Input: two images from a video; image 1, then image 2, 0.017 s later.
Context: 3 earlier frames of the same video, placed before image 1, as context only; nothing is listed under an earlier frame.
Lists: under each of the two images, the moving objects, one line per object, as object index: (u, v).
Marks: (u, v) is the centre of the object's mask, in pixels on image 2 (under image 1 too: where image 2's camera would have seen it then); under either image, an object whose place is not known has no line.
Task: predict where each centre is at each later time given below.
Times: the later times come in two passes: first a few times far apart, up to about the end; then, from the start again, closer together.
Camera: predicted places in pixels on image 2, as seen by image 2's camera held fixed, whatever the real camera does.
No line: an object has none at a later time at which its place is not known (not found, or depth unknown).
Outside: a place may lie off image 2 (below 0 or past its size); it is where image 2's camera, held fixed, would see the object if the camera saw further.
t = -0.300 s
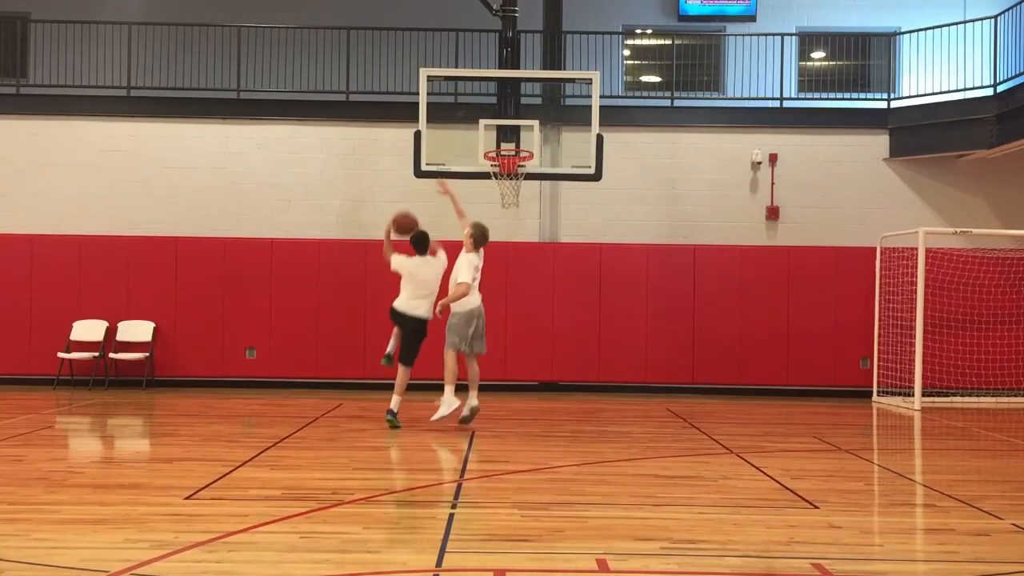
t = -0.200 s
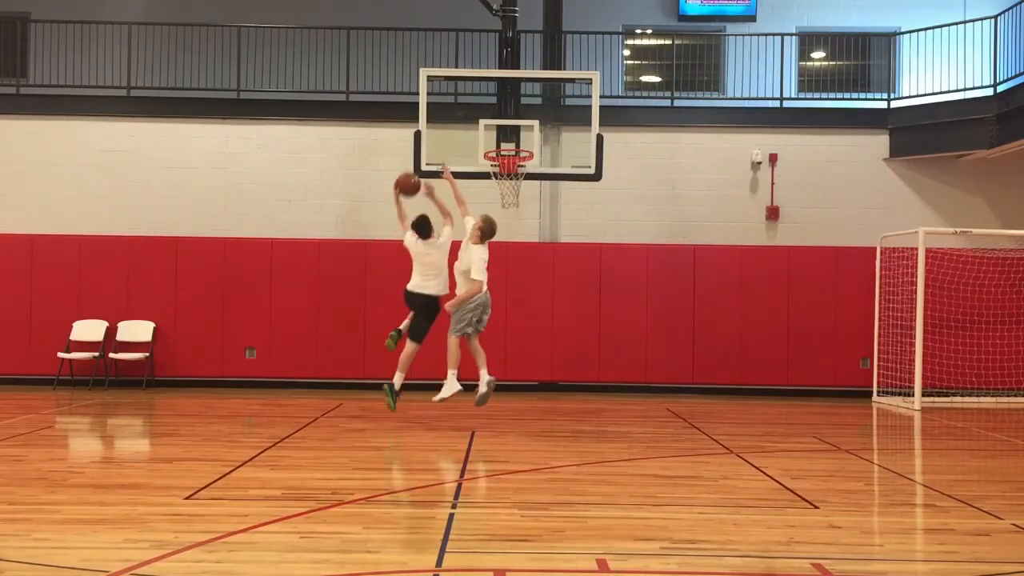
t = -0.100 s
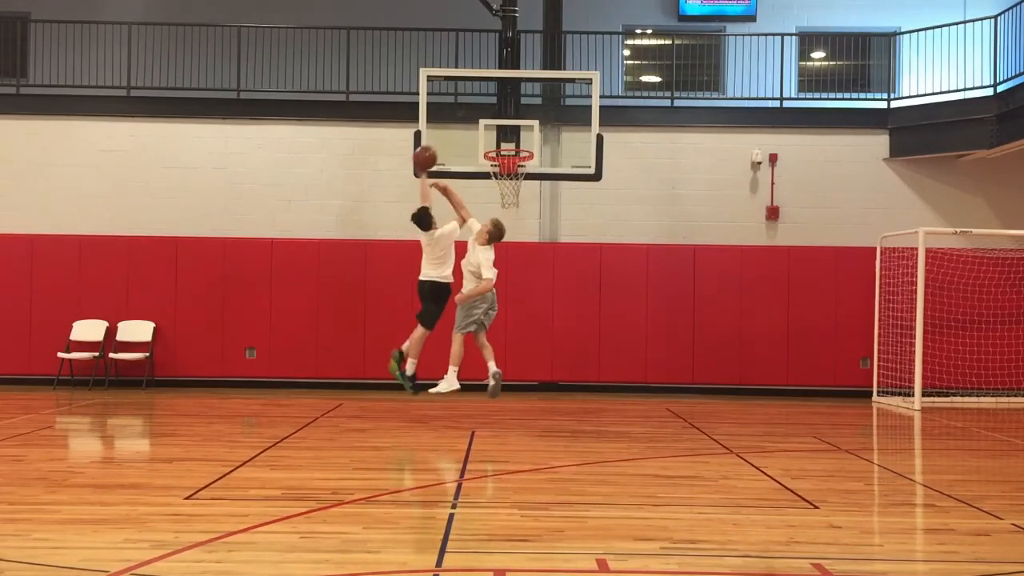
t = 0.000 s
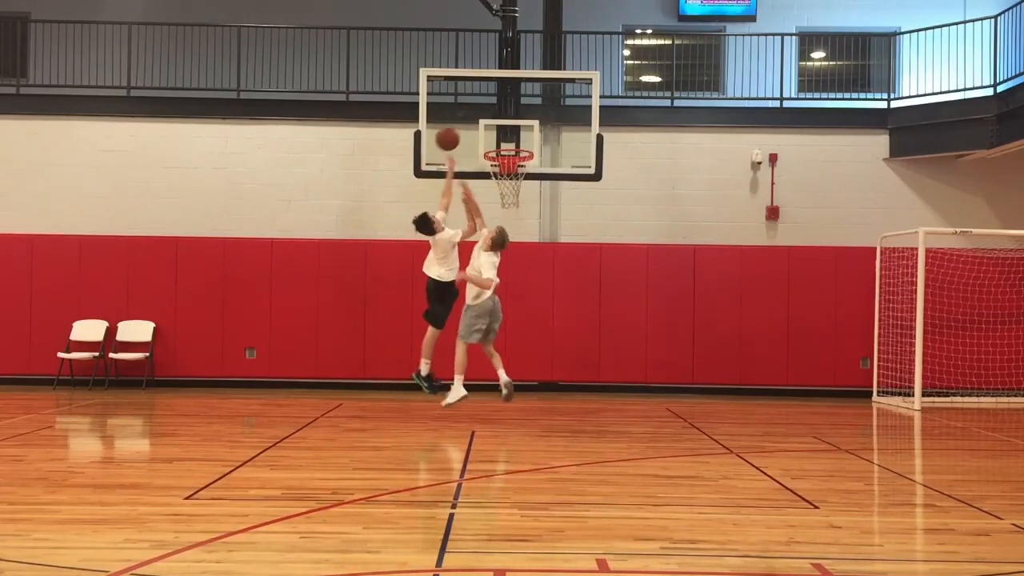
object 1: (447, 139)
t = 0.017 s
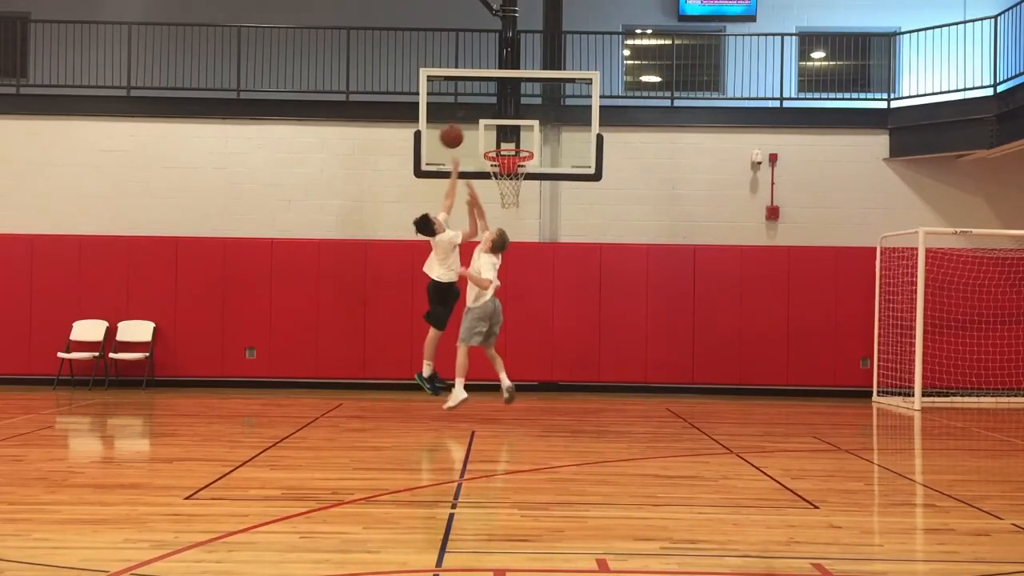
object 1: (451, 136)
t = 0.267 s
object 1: (496, 127)
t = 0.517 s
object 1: (515, 165)
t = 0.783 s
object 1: (493, 241)
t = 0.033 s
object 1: (455, 134)
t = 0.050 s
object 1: (459, 133)
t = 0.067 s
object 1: (463, 131)
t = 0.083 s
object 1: (467, 130)
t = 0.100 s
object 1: (471, 129)
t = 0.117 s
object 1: (474, 129)
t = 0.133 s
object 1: (478, 128)
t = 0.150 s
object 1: (483, 128)
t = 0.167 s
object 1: (486, 128)
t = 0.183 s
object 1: (487, 128)
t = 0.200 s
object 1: (489, 127)
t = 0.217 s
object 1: (491, 127)
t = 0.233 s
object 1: (493, 126)
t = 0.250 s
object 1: (495, 126)
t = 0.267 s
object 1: (496, 127)
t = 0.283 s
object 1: (498, 127)
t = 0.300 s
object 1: (501, 130)
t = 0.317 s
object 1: (503, 131)
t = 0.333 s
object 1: (504, 132)
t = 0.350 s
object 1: (506, 133)
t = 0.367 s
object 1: (508, 135)
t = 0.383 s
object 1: (509, 137)
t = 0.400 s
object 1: (511, 139)
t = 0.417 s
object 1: (513, 141)
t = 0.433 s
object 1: (515, 145)
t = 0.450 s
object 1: (517, 150)
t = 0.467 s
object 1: (519, 154)
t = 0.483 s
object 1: (518, 157)
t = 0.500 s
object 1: (515, 163)
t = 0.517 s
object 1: (515, 165)
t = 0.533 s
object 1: (513, 168)
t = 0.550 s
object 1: (512, 172)
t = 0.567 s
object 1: (510, 176)
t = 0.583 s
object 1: (509, 183)
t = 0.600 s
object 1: (508, 187)
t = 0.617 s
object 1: (506, 191)
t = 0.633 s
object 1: (505, 194)
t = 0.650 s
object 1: (502, 200)
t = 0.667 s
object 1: (502, 203)
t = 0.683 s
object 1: (501, 208)
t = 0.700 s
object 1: (500, 212)
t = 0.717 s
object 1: (498, 217)
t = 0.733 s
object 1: (497, 223)
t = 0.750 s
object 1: (496, 229)
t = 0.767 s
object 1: (495, 235)
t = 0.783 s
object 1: (493, 241)
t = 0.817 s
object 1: (492, 255)
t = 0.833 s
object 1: (490, 262)
